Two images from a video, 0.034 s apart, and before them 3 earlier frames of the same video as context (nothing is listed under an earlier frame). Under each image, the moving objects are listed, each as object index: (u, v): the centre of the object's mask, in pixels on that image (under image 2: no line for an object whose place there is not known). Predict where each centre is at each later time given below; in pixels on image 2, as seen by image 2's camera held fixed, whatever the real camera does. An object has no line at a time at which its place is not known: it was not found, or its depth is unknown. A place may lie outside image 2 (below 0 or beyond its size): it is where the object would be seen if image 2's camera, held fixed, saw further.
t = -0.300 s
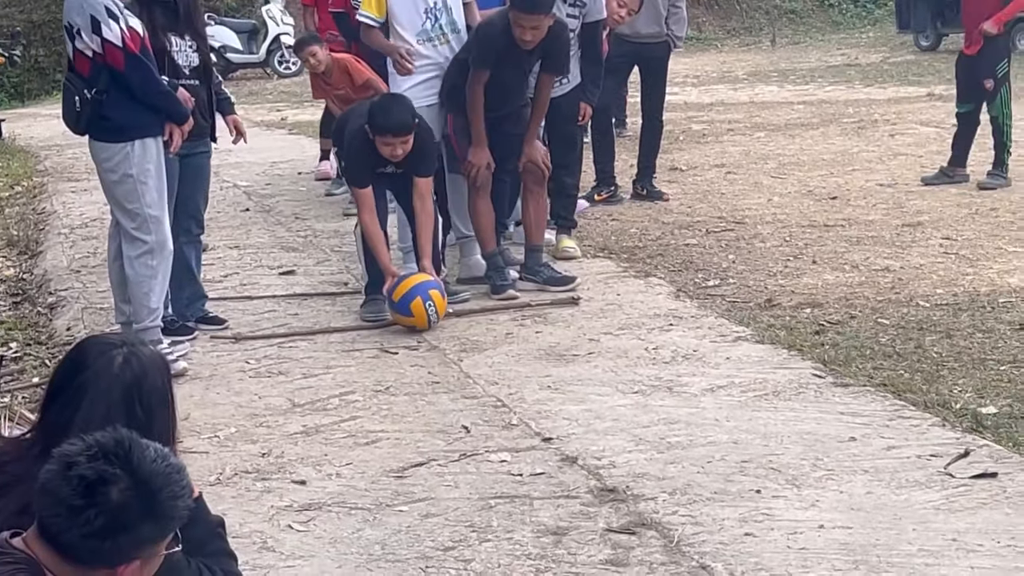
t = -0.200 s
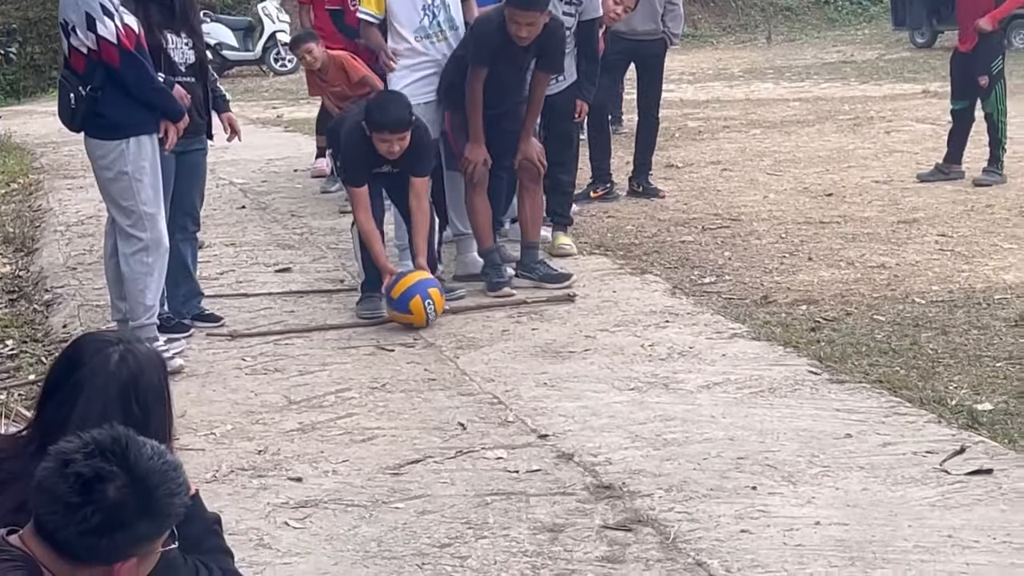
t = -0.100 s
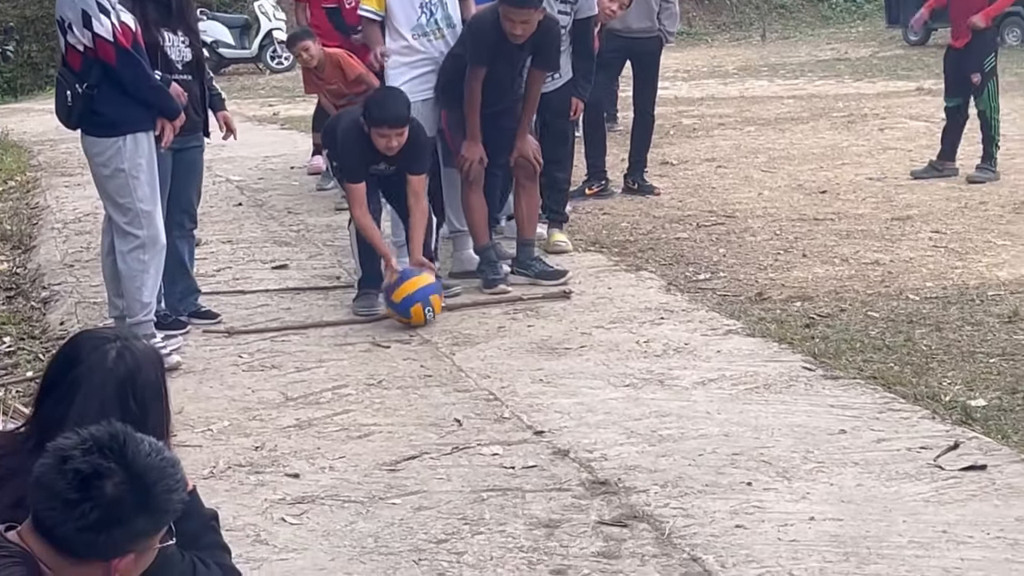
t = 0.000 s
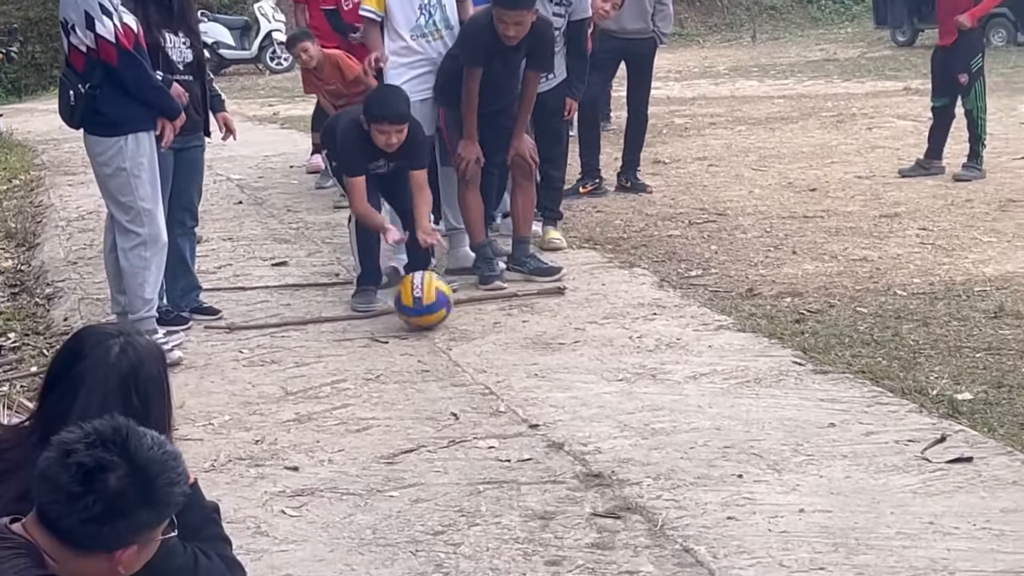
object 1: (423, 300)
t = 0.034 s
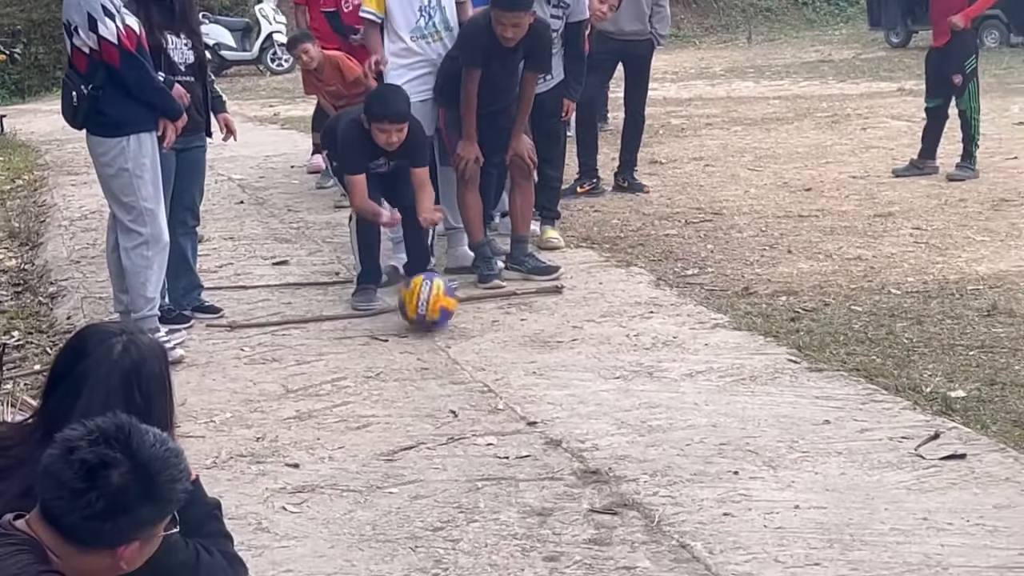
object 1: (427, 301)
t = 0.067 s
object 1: (432, 303)
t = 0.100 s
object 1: (435, 306)
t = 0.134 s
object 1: (440, 306)
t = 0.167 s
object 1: (445, 309)
